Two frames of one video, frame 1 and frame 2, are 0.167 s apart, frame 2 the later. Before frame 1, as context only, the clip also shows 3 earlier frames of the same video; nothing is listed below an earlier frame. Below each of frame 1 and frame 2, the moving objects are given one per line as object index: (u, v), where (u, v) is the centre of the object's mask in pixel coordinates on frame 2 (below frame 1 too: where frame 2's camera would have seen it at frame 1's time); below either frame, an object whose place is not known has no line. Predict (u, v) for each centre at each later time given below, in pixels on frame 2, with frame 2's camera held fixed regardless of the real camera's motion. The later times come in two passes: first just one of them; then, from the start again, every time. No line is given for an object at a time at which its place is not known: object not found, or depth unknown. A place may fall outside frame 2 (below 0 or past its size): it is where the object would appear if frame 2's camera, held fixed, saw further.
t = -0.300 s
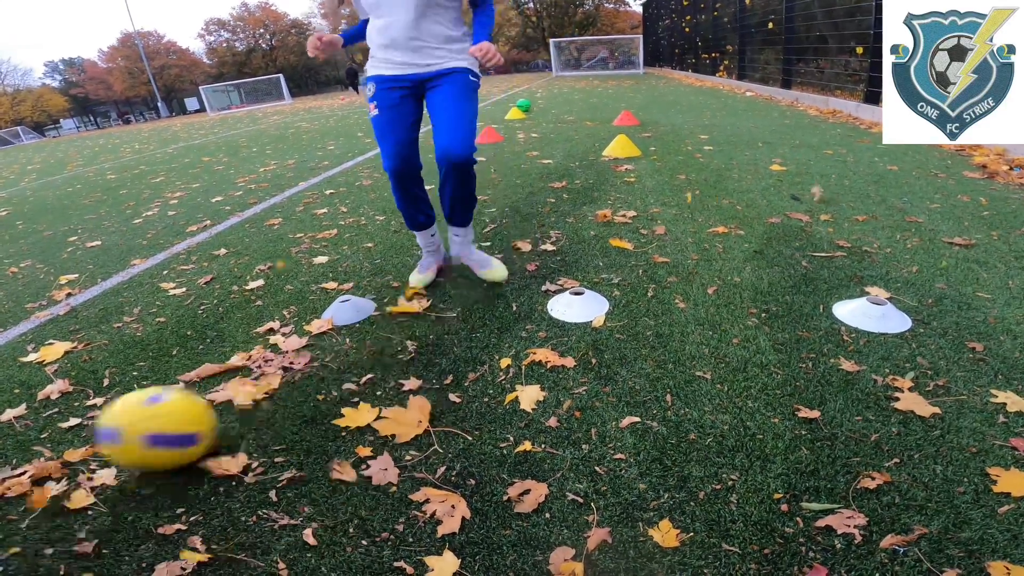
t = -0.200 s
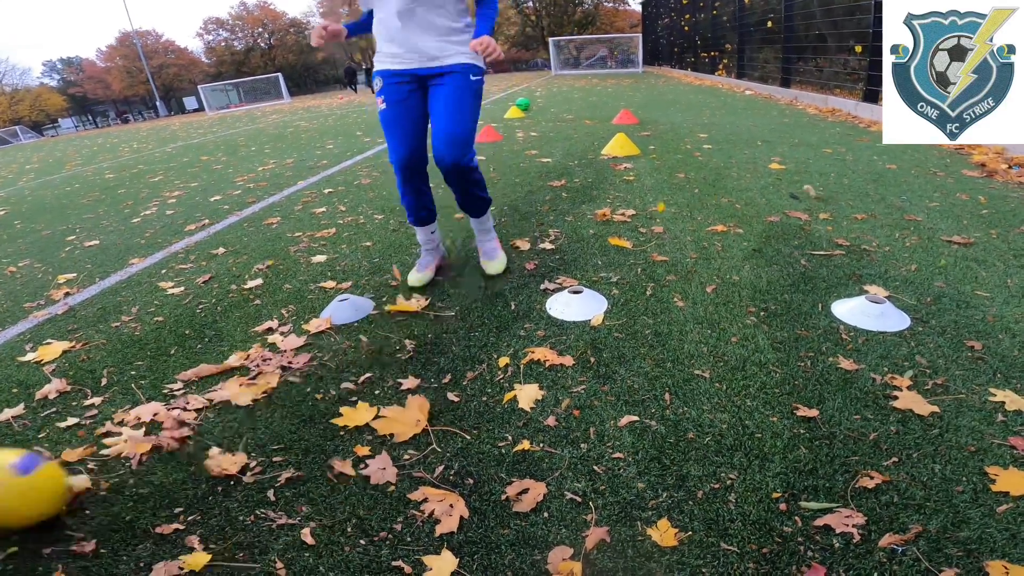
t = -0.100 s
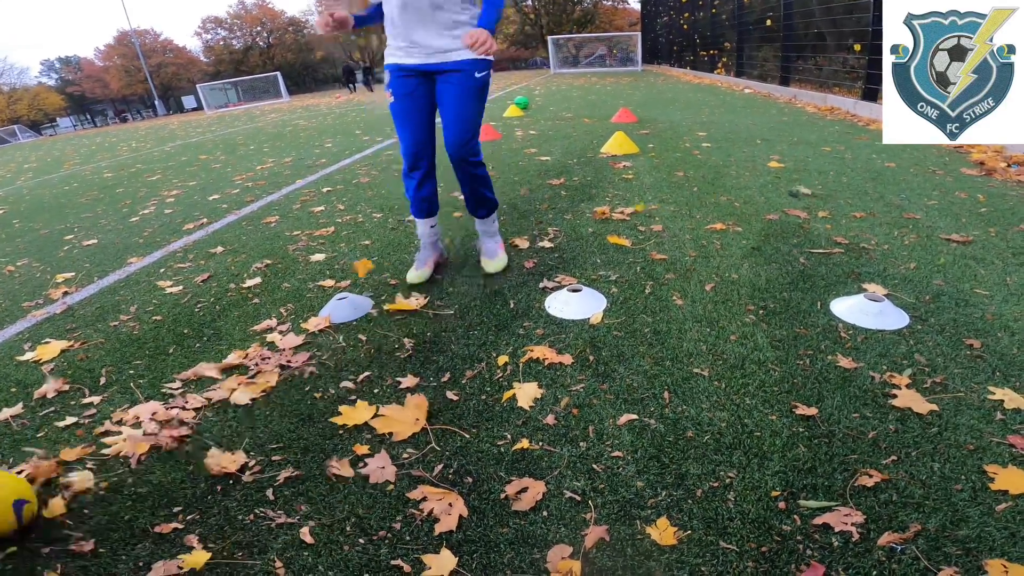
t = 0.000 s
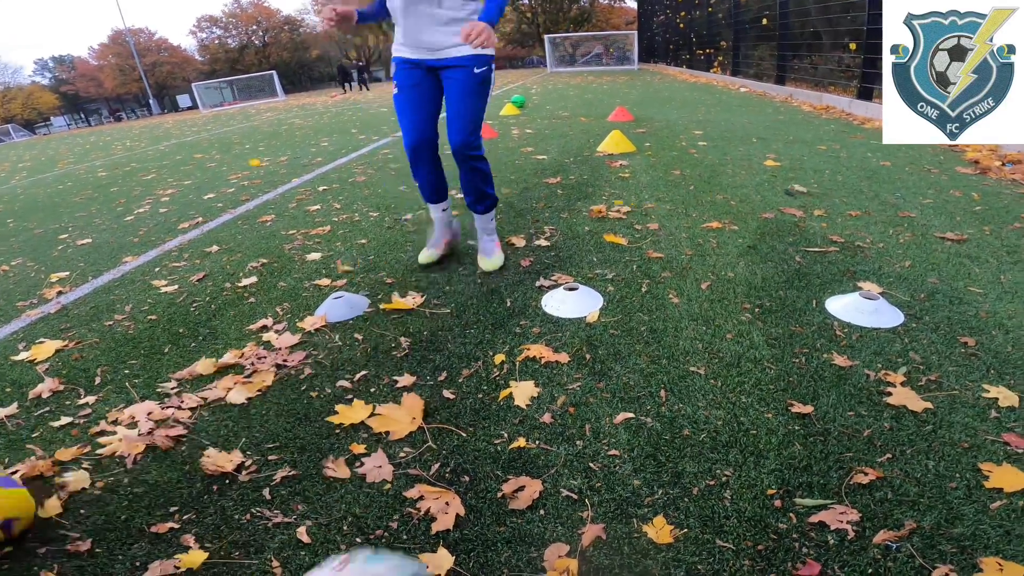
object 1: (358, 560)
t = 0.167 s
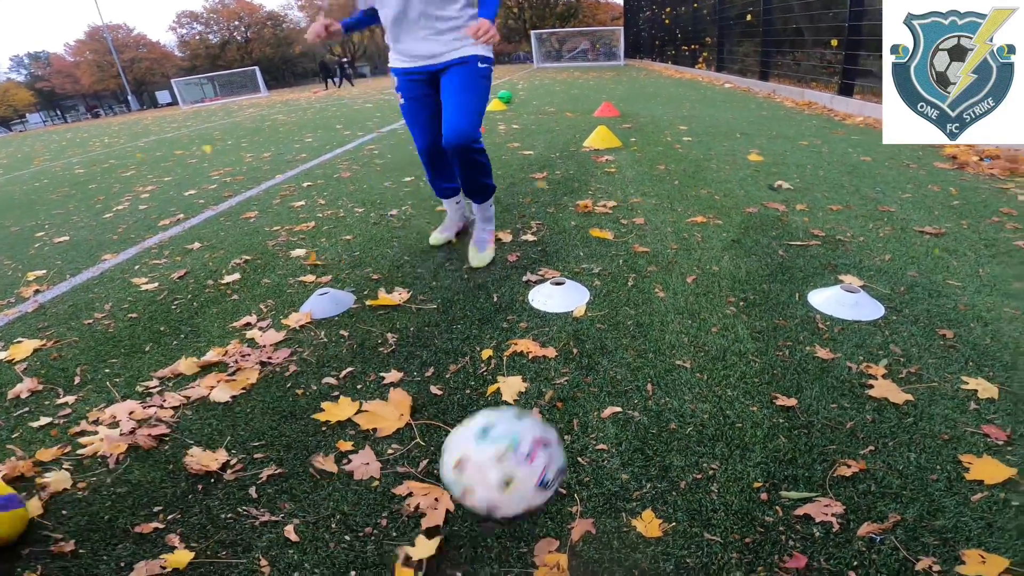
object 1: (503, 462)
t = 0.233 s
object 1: (537, 420)
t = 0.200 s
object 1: (521, 440)
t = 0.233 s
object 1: (537, 420)
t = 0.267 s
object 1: (553, 400)
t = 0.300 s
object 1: (566, 383)
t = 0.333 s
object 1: (577, 367)
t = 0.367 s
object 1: (588, 351)
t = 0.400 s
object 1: (597, 337)
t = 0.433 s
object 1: (607, 325)
